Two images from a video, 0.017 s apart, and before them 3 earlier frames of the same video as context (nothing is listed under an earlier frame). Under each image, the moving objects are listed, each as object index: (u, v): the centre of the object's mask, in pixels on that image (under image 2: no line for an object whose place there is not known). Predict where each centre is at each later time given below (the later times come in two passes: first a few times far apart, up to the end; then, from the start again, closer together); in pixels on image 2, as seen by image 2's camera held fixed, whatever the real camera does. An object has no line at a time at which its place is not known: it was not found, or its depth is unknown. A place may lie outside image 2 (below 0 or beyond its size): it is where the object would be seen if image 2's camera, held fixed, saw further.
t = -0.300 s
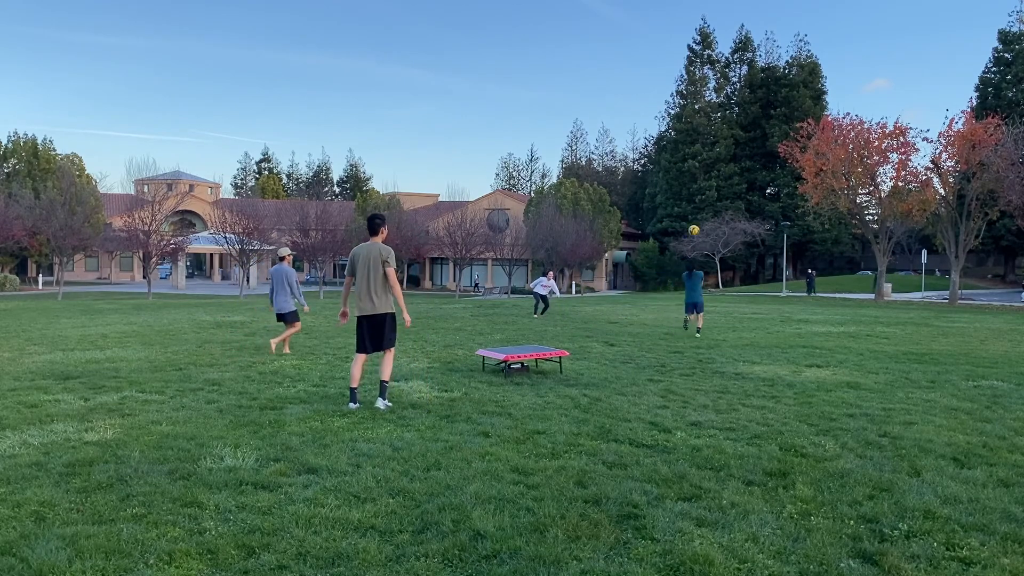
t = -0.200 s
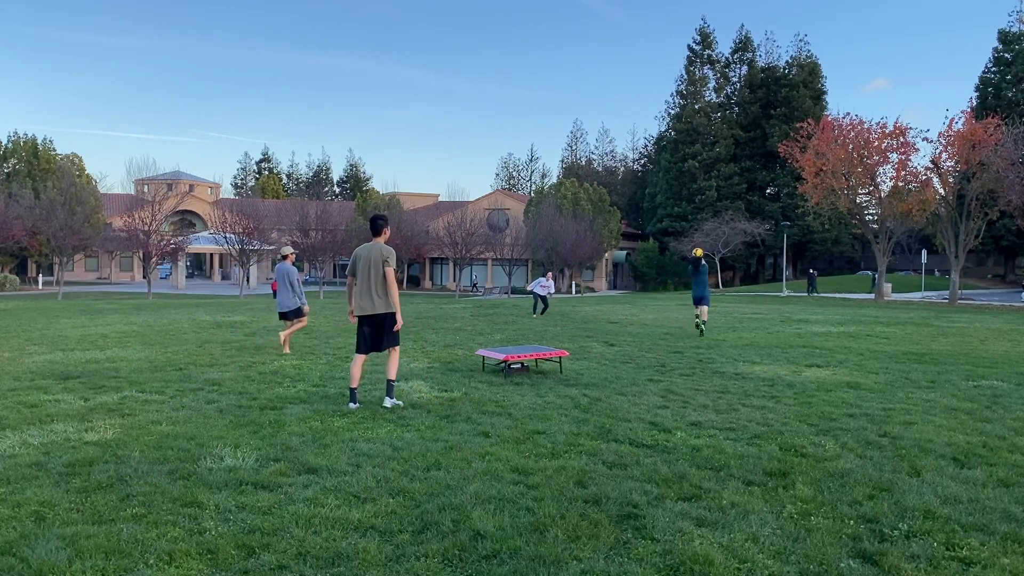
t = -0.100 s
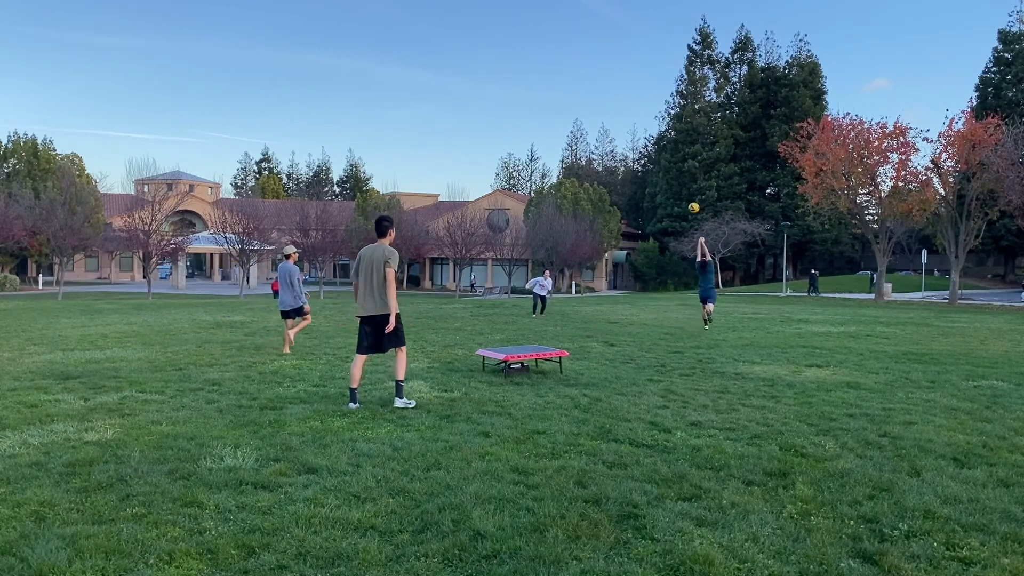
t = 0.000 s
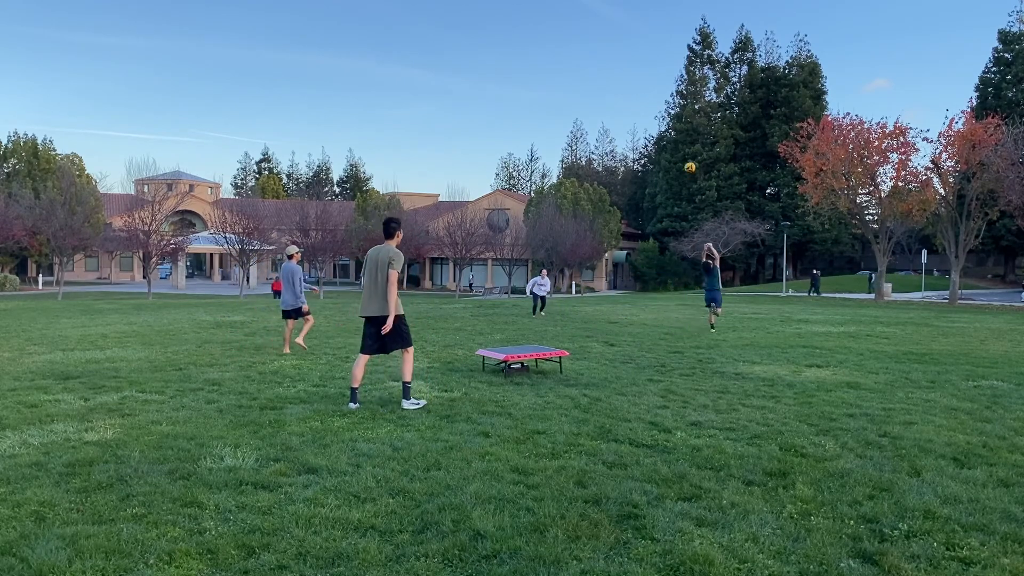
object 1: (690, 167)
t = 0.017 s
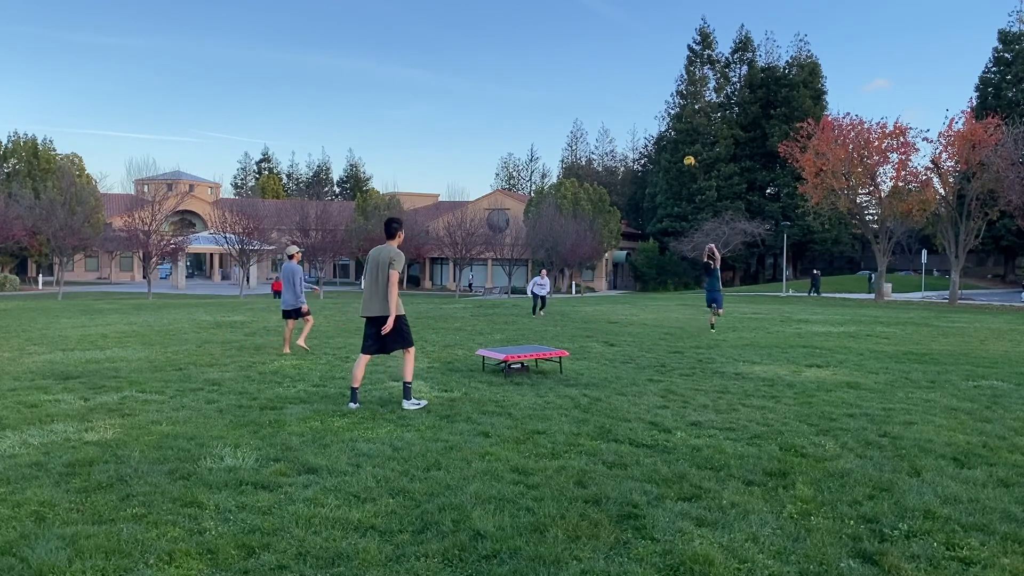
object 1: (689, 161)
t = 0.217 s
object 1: (681, 96)
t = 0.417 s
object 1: (673, 52)
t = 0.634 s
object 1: (663, 26)
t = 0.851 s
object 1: (653, 23)
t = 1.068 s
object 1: (642, 45)
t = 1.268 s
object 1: (632, 86)
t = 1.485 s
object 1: (620, 153)
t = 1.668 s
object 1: (611, 225)
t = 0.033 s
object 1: (689, 155)
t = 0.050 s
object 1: (688, 149)
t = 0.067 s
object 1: (687, 143)
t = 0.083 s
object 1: (687, 138)
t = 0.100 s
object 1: (686, 132)
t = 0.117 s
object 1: (685, 126)
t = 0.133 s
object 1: (684, 121)
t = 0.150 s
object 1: (684, 116)
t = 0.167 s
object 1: (683, 111)
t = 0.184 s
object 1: (683, 106)
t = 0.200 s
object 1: (682, 101)
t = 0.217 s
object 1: (681, 96)
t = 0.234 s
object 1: (680, 92)
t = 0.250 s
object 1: (680, 89)
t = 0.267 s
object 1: (679, 84)
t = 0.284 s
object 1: (678, 80)
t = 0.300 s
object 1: (677, 76)
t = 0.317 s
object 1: (677, 72)
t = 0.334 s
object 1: (676, 68)
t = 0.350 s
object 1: (675, 65)
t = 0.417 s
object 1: (673, 52)
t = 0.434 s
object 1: (672, 49)
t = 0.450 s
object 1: (671, 47)
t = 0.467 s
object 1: (670, 44)
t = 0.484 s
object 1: (670, 42)
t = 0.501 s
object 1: (669, 39)
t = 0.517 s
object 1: (668, 37)
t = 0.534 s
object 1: (667, 35)
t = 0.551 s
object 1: (667, 34)
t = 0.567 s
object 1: (666, 32)
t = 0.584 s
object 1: (665, 30)
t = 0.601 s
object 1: (664, 29)
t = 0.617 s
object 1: (664, 27)
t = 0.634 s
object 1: (663, 26)
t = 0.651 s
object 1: (662, 25)
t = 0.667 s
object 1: (661, 24)
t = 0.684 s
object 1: (661, 23)
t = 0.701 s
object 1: (660, 23)
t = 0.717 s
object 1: (659, 22)
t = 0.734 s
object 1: (658, 22)
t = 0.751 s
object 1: (658, 22)
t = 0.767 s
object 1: (657, 22)
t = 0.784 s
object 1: (656, 22)
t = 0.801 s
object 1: (655, 22)
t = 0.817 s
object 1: (654, 22)
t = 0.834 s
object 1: (653, 23)
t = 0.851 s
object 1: (653, 23)
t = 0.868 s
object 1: (652, 24)
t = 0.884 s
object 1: (651, 25)
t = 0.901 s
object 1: (650, 26)
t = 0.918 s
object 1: (649, 27)
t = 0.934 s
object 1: (649, 29)
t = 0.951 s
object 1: (648, 30)
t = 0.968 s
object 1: (647, 32)
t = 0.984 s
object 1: (646, 33)
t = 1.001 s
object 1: (645, 36)
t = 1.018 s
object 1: (644, 38)
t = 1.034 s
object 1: (644, 40)
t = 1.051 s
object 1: (643, 42)
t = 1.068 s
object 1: (642, 45)
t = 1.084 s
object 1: (641, 47)
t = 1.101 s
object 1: (640, 50)
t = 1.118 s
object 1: (640, 53)
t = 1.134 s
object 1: (638, 56)
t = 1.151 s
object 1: (638, 59)
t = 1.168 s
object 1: (637, 62)
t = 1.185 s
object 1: (636, 66)
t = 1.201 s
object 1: (635, 70)
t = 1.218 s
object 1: (634, 73)
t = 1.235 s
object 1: (633, 78)
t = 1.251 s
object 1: (633, 82)
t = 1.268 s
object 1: (632, 86)
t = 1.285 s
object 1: (631, 90)
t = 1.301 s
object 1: (630, 95)
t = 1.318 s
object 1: (629, 99)
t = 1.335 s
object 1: (628, 104)
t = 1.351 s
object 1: (627, 109)
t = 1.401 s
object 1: (625, 124)
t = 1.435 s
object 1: (623, 135)
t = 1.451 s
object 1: (622, 141)
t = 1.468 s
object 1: (621, 146)
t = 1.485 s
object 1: (620, 153)
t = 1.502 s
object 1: (620, 158)
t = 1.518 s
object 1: (619, 165)
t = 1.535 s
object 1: (618, 170)
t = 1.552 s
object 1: (617, 177)
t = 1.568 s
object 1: (616, 183)
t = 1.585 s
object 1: (615, 190)
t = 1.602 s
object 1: (614, 197)
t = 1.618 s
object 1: (614, 204)
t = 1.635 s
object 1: (613, 211)
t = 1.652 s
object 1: (612, 218)
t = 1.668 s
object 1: (611, 225)
